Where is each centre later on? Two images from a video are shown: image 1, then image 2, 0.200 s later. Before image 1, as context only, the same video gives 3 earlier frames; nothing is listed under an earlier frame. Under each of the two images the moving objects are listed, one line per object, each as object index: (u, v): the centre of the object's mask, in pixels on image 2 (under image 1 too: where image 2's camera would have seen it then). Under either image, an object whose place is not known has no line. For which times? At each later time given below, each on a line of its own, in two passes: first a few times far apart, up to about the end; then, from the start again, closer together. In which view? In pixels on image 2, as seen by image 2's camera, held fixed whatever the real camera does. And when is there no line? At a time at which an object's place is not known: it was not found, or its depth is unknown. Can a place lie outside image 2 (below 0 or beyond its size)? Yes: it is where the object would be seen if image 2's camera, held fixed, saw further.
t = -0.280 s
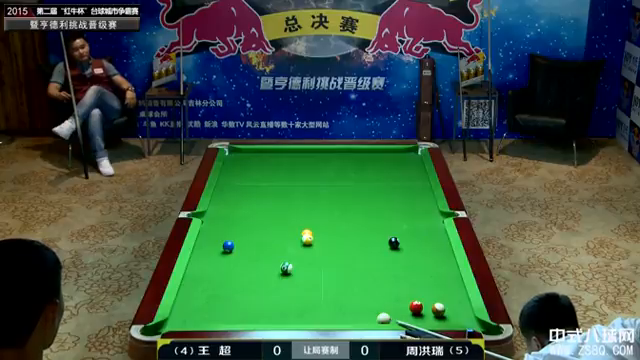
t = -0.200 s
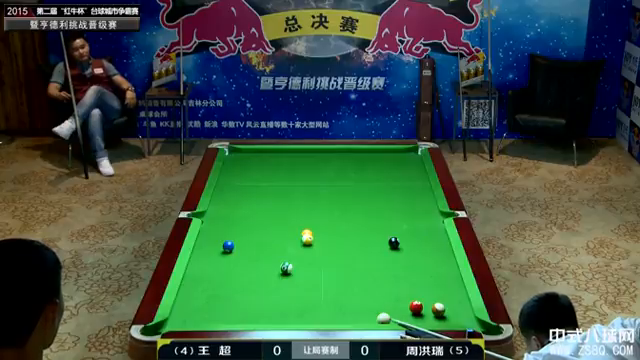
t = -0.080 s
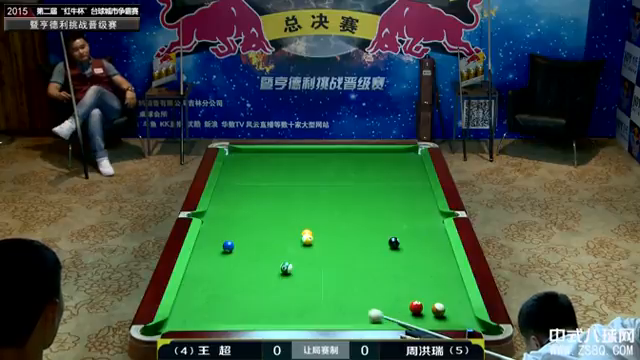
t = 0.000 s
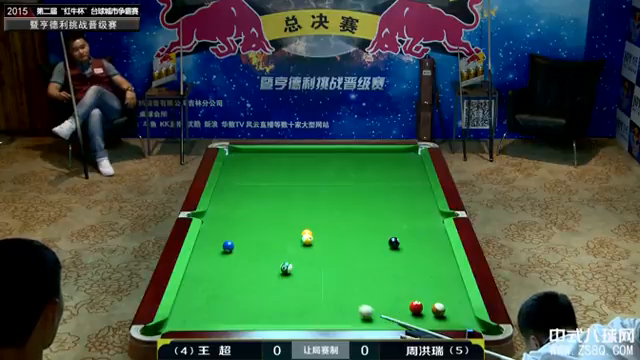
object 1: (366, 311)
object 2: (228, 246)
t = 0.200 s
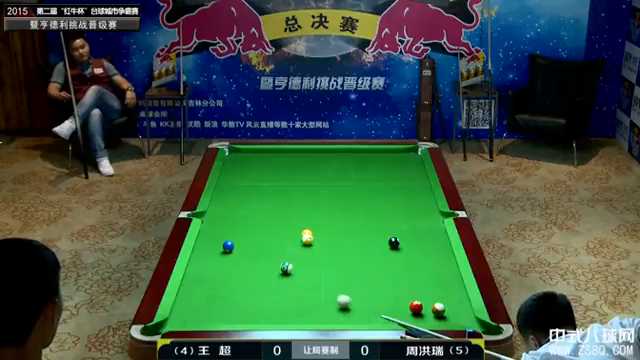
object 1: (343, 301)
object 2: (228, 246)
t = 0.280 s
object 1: (335, 298)
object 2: (228, 245)
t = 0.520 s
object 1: (311, 287)
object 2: (228, 246)
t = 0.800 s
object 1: (286, 276)
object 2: (228, 245)
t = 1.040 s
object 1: (265, 267)
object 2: (228, 245)
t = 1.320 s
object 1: (244, 257)
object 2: (228, 246)
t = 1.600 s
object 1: (226, 251)
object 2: (227, 242)
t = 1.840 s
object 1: (214, 250)
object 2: (223, 239)
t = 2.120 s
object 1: (201, 249)
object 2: (221, 233)
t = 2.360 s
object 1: (203, 249)
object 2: (218, 230)
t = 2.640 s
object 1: (210, 249)
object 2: (216, 225)
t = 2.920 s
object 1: (215, 248)
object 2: (215, 222)
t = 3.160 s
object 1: (219, 248)
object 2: (213, 219)
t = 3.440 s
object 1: (222, 249)
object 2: (212, 217)
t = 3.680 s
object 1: (224, 249)
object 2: (211, 215)
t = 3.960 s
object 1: (226, 249)
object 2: (210, 213)
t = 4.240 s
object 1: (226, 249)
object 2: (209, 213)
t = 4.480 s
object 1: (226, 249)
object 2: (209, 212)
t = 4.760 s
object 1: (226, 249)
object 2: (209, 212)
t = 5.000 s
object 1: (226, 249)
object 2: (209, 212)
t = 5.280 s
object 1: (226, 249)
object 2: (209, 212)
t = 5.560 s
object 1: (226, 249)
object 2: (209, 212)
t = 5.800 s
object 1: (226, 249)
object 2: (209, 212)
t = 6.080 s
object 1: (226, 249)
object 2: (209, 212)
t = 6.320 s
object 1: (226, 249)
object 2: (209, 212)
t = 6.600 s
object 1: (226, 249)
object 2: (209, 212)
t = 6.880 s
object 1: (226, 249)
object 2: (209, 212)
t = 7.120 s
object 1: (226, 249)
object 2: (209, 212)
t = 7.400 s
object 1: (226, 249)
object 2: (209, 212)
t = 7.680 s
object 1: (226, 249)
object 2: (209, 212)
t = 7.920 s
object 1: (226, 249)
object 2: (209, 212)
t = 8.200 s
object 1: (226, 249)
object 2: (210, 212)
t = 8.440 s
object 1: (226, 249)
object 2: (209, 212)
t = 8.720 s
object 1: (226, 249)
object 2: (209, 212)
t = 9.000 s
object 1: (226, 249)
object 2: (209, 212)
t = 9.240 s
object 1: (226, 249)
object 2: (209, 212)
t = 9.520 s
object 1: (226, 249)
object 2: (209, 212)
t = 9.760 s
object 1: (226, 249)
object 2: (209, 212)
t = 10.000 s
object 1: (226, 249)
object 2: (209, 212)
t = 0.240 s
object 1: (339, 299)
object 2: (228, 246)
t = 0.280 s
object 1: (335, 298)
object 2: (228, 245)
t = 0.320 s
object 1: (331, 296)
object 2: (228, 246)
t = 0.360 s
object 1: (327, 294)
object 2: (228, 246)
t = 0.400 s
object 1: (323, 292)
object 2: (228, 246)
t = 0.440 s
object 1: (319, 291)
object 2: (228, 246)
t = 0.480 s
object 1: (315, 289)
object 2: (228, 245)
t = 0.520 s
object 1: (311, 287)
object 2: (228, 246)
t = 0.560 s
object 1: (308, 286)
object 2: (228, 246)
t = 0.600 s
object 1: (304, 284)
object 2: (228, 246)
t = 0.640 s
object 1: (300, 282)
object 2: (228, 246)
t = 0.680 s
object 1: (296, 281)
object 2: (228, 246)
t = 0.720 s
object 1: (293, 279)
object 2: (228, 245)
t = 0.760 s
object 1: (289, 278)
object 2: (228, 246)
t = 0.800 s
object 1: (286, 276)
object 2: (228, 245)
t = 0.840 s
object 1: (282, 275)
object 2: (228, 246)
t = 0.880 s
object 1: (279, 273)
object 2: (228, 245)
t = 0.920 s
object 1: (275, 272)
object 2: (228, 246)
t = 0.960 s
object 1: (272, 270)
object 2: (228, 246)
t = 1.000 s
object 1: (268, 268)
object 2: (228, 246)
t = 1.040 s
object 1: (265, 267)
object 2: (228, 245)
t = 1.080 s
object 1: (262, 265)
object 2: (228, 245)
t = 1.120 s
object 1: (259, 264)
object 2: (228, 245)
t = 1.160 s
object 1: (256, 263)
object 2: (228, 246)
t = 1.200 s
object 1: (253, 261)
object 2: (228, 246)
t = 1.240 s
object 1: (250, 260)
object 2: (228, 246)
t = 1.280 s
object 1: (247, 259)
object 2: (228, 245)
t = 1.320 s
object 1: (244, 257)
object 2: (228, 246)
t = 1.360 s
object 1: (241, 256)
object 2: (228, 245)
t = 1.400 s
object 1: (238, 255)
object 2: (228, 246)
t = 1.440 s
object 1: (236, 253)
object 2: (228, 245)
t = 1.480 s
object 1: (233, 252)
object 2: (227, 244)
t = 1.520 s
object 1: (230, 251)
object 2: (228, 243)
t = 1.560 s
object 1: (228, 251)
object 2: (227, 242)
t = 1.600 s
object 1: (226, 251)
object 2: (227, 242)
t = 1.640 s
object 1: (224, 251)
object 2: (227, 241)
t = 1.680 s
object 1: (222, 250)
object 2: (226, 241)
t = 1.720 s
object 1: (220, 250)
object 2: (225, 241)
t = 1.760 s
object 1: (218, 250)
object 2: (225, 241)
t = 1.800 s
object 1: (216, 250)
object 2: (224, 240)
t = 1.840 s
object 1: (214, 250)
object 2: (223, 239)
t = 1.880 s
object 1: (212, 250)
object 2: (223, 238)
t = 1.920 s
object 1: (210, 250)
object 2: (223, 237)
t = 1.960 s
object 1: (208, 249)
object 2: (222, 236)
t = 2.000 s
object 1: (206, 249)
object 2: (222, 235)
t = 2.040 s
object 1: (205, 249)
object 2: (222, 235)
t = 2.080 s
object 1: (203, 249)
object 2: (221, 234)
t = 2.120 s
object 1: (201, 249)
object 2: (221, 233)
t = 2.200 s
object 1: (199, 249)
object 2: (220, 232)
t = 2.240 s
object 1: (200, 249)
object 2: (220, 231)
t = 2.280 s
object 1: (201, 249)
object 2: (219, 231)
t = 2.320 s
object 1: (202, 249)
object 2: (219, 230)
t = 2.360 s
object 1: (203, 249)
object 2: (218, 230)
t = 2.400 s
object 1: (204, 249)
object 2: (218, 229)
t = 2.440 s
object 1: (204, 249)
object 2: (218, 229)
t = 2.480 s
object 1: (205, 249)
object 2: (217, 228)
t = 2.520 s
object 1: (206, 249)
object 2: (217, 227)
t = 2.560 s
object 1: (208, 248)
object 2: (217, 227)
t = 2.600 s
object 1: (209, 249)
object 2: (217, 226)
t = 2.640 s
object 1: (210, 249)
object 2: (216, 225)
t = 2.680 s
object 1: (211, 249)
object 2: (216, 225)
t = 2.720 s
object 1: (212, 249)
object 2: (216, 224)
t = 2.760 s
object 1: (212, 249)
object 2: (215, 224)
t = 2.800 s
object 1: (213, 248)
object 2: (215, 224)
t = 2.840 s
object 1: (214, 248)
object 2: (215, 223)
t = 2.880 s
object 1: (215, 248)
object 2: (215, 222)
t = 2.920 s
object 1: (215, 248)
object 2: (215, 222)
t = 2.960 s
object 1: (216, 248)
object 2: (215, 221)
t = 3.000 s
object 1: (217, 249)
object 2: (214, 221)
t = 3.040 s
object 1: (217, 249)
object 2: (214, 220)
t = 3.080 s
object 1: (218, 248)
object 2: (214, 220)
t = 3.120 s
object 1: (219, 248)
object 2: (214, 220)
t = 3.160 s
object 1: (219, 248)
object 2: (213, 219)
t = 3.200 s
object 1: (220, 248)
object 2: (213, 219)
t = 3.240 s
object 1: (220, 249)
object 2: (213, 219)
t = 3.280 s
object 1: (221, 249)
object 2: (213, 218)
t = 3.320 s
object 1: (221, 249)
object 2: (213, 218)
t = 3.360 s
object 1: (222, 249)
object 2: (213, 217)
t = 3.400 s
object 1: (222, 249)
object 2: (213, 217)
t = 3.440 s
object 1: (222, 249)
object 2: (212, 217)
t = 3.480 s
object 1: (223, 249)
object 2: (212, 217)
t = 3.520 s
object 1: (223, 249)
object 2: (212, 216)
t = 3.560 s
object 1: (224, 249)
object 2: (212, 216)
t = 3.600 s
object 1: (224, 249)
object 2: (212, 215)
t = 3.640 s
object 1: (224, 249)
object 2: (211, 215)
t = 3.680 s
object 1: (224, 249)
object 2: (211, 215)
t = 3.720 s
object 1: (225, 249)
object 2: (211, 214)
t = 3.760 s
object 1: (225, 249)
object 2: (211, 214)
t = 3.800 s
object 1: (225, 249)
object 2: (210, 214)
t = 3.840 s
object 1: (225, 249)
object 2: (210, 214)
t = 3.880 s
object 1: (225, 249)
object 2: (210, 214)
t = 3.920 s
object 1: (226, 249)
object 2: (210, 213)
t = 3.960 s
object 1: (226, 249)
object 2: (210, 213)
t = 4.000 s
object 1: (226, 249)
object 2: (210, 213)
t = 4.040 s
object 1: (226, 249)
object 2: (210, 213)
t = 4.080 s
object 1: (226, 249)
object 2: (209, 213)
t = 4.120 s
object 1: (226, 249)
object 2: (209, 213)
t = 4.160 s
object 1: (226, 249)
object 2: (209, 213)
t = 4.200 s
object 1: (226, 249)
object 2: (209, 213)
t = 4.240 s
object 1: (226, 249)
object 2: (209, 213)
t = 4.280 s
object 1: (226, 249)
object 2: (209, 212)
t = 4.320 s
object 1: (226, 249)
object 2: (209, 212)
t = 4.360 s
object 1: (226, 249)
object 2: (209, 212)
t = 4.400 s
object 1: (226, 249)
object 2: (209, 212)
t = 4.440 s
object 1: (226, 249)
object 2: (209, 212)
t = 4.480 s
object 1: (226, 249)
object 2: (209, 212)
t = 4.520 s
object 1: (226, 249)
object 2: (209, 212)
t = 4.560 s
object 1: (226, 249)
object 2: (209, 212)
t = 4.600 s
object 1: (226, 249)
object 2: (209, 212)
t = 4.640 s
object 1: (226, 249)
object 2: (209, 212)
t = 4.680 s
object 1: (226, 249)
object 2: (209, 212)
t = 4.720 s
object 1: (226, 249)
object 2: (209, 212)
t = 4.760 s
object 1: (226, 249)
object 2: (209, 212)
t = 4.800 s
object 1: (226, 249)
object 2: (209, 212)
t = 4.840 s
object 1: (226, 249)
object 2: (209, 212)
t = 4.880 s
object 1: (226, 249)
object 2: (209, 212)
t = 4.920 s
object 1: (226, 249)
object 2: (209, 212)
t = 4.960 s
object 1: (226, 249)
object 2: (209, 212)
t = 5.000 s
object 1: (226, 249)
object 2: (209, 212)
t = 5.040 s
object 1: (226, 249)
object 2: (209, 212)
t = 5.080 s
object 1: (226, 249)
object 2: (209, 212)
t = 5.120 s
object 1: (226, 249)
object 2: (209, 212)
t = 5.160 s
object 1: (226, 249)
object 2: (209, 212)
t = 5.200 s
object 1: (226, 249)
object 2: (209, 212)
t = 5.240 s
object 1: (226, 249)
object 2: (209, 212)
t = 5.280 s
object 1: (226, 249)
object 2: (209, 212)
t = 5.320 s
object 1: (226, 249)
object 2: (209, 212)
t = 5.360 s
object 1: (226, 249)
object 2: (209, 212)
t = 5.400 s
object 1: (226, 249)
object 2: (209, 212)
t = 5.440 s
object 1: (226, 249)
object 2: (209, 212)
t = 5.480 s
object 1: (226, 249)
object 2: (209, 212)
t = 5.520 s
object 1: (226, 249)
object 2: (209, 212)
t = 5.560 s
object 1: (226, 249)
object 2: (209, 212)
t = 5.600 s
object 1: (226, 249)
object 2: (209, 212)
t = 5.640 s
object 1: (226, 249)
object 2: (209, 212)
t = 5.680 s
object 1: (226, 249)
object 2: (209, 212)
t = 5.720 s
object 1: (226, 249)
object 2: (209, 212)
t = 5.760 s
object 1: (226, 249)
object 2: (209, 212)
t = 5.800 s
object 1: (226, 249)
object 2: (209, 212)
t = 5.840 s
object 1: (226, 249)
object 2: (209, 212)
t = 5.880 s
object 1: (226, 249)
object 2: (209, 212)
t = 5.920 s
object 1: (226, 249)
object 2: (209, 212)
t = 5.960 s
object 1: (226, 249)
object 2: (209, 212)
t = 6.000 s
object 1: (226, 249)
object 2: (209, 212)
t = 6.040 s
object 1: (226, 249)
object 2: (209, 212)
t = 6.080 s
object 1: (226, 249)
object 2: (209, 212)
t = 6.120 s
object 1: (226, 249)
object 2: (209, 212)
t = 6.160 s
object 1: (226, 249)
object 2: (209, 212)
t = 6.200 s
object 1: (226, 249)
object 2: (209, 212)
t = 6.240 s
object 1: (226, 249)
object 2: (209, 212)
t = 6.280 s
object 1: (226, 249)
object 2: (209, 212)
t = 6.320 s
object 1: (226, 249)
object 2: (209, 212)
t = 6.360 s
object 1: (226, 249)
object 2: (209, 212)
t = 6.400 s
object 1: (226, 249)
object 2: (209, 212)
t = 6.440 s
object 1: (226, 249)
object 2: (209, 212)
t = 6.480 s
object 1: (226, 249)
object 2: (209, 212)
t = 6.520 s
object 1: (226, 249)
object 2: (209, 212)
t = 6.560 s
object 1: (226, 249)
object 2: (209, 212)
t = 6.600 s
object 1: (226, 249)
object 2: (209, 212)
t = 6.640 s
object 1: (226, 249)
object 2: (209, 212)
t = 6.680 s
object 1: (226, 249)
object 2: (209, 212)
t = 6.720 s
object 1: (226, 249)
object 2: (209, 212)
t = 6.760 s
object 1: (226, 249)
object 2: (209, 212)
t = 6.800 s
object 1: (226, 249)
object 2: (209, 212)
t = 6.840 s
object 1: (226, 249)
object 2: (209, 212)
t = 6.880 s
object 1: (226, 249)
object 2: (209, 212)
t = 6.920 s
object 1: (226, 249)
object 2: (209, 212)
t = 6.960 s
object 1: (226, 249)
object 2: (209, 212)
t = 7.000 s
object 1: (226, 249)
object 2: (209, 212)
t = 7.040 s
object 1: (226, 249)
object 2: (209, 212)
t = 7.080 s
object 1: (226, 249)
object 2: (209, 212)
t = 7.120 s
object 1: (226, 249)
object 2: (209, 212)
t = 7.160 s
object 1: (226, 249)
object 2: (209, 212)
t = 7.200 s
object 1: (226, 249)
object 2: (209, 212)
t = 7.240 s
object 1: (226, 249)
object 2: (209, 212)
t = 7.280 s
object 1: (226, 249)
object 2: (209, 212)
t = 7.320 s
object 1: (226, 249)
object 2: (209, 212)
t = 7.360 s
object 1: (226, 249)
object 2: (209, 212)
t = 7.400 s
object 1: (226, 249)
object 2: (209, 212)
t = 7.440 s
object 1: (226, 249)
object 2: (209, 212)
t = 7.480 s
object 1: (226, 249)
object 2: (209, 212)
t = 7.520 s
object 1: (226, 249)
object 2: (209, 212)
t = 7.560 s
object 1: (226, 249)
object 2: (209, 212)
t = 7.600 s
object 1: (226, 249)
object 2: (209, 212)
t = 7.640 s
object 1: (226, 249)
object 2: (209, 212)
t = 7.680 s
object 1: (226, 249)
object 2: (209, 212)
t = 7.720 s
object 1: (226, 249)
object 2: (209, 212)
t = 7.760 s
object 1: (226, 249)
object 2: (209, 212)
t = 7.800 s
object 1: (226, 249)
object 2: (209, 212)
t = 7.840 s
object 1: (226, 249)
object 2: (209, 212)
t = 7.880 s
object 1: (226, 249)
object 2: (209, 212)
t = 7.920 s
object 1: (226, 249)
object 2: (209, 212)
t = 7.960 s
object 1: (226, 249)
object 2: (209, 212)
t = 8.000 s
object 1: (226, 249)
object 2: (209, 212)
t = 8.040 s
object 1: (226, 249)
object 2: (209, 212)
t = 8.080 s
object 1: (226, 249)
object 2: (209, 212)
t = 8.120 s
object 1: (226, 249)
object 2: (210, 212)
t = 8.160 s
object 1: (226, 249)
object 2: (210, 212)
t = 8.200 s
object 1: (226, 249)
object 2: (210, 212)
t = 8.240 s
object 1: (226, 249)
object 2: (210, 212)
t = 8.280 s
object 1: (226, 249)
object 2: (210, 212)
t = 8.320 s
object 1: (226, 249)
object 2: (209, 212)
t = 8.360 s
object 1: (226, 249)
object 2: (209, 212)
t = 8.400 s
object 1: (226, 249)
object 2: (209, 212)
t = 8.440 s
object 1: (226, 249)
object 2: (209, 212)
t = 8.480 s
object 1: (226, 249)
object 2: (209, 212)
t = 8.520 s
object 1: (226, 249)
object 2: (209, 212)
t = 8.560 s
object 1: (226, 249)
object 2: (209, 212)
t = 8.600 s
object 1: (226, 249)
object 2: (209, 212)
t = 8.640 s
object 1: (226, 249)
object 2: (209, 212)
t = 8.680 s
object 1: (226, 249)
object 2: (209, 212)
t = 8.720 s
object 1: (226, 249)
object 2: (209, 212)
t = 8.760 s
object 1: (226, 249)
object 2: (209, 212)
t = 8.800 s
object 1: (226, 249)
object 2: (209, 212)
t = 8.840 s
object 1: (226, 249)
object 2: (209, 212)
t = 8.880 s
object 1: (226, 249)
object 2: (209, 212)
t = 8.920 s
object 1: (226, 249)
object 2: (209, 212)
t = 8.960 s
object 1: (226, 249)
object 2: (209, 212)
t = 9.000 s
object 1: (226, 249)
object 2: (209, 212)
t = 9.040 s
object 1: (226, 249)
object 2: (209, 212)
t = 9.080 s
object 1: (226, 249)
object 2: (209, 212)
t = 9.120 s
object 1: (226, 249)
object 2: (209, 212)
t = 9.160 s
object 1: (226, 249)
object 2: (209, 212)
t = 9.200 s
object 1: (226, 249)
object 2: (209, 212)
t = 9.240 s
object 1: (226, 249)
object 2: (209, 212)
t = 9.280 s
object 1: (226, 249)
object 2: (209, 212)
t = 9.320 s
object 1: (226, 249)
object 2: (209, 212)
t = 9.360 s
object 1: (226, 249)
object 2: (209, 212)
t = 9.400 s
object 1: (226, 249)
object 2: (209, 212)
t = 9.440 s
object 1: (226, 249)
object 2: (209, 212)
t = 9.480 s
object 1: (226, 249)
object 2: (209, 212)
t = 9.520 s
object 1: (226, 249)
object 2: (209, 212)
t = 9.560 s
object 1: (226, 249)
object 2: (209, 212)
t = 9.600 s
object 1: (226, 249)
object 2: (209, 212)
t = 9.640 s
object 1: (226, 249)
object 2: (209, 212)
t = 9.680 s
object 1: (226, 249)
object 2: (209, 212)
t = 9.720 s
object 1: (226, 249)
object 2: (209, 212)
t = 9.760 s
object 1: (226, 249)
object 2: (209, 212)
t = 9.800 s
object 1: (226, 249)
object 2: (209, 212)
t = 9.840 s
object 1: (226, 249)
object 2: (209, 212)
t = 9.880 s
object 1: (226, 249)
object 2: (209, 212)
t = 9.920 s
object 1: (226, 249)
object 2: (209, 212)
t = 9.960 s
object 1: (226, 249)
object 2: (209, 212)
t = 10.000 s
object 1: (226, 249)
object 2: (209, 212)
